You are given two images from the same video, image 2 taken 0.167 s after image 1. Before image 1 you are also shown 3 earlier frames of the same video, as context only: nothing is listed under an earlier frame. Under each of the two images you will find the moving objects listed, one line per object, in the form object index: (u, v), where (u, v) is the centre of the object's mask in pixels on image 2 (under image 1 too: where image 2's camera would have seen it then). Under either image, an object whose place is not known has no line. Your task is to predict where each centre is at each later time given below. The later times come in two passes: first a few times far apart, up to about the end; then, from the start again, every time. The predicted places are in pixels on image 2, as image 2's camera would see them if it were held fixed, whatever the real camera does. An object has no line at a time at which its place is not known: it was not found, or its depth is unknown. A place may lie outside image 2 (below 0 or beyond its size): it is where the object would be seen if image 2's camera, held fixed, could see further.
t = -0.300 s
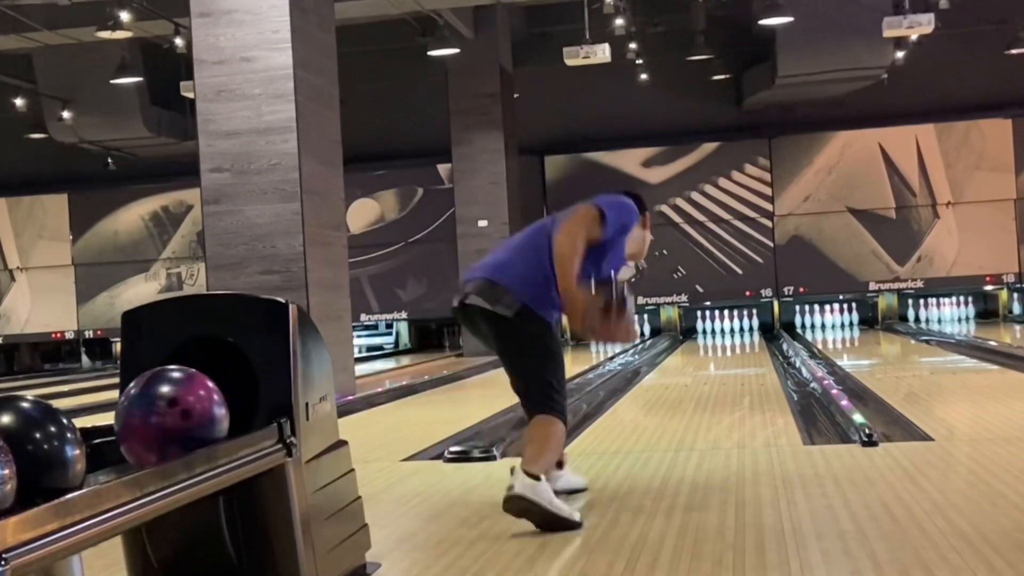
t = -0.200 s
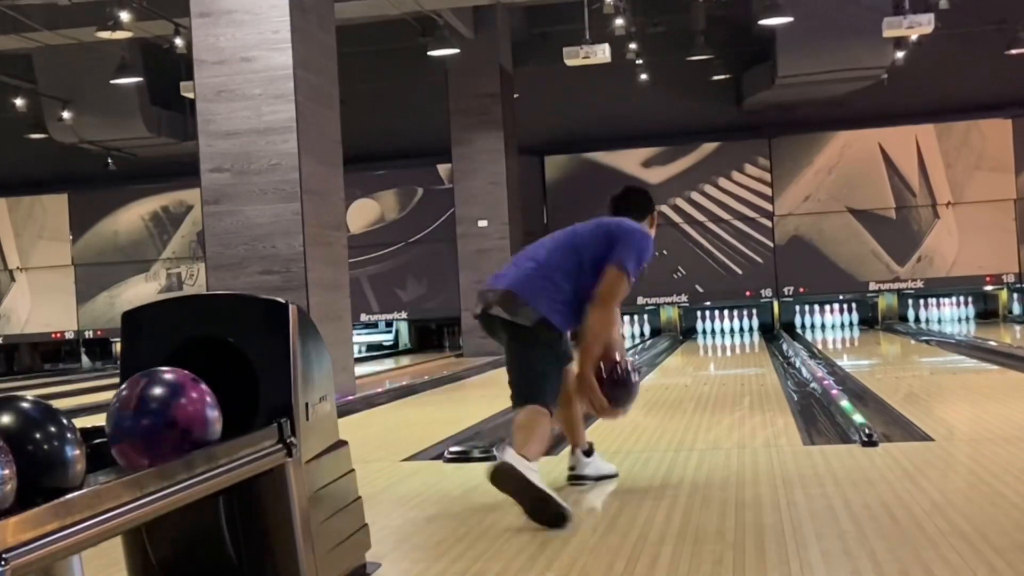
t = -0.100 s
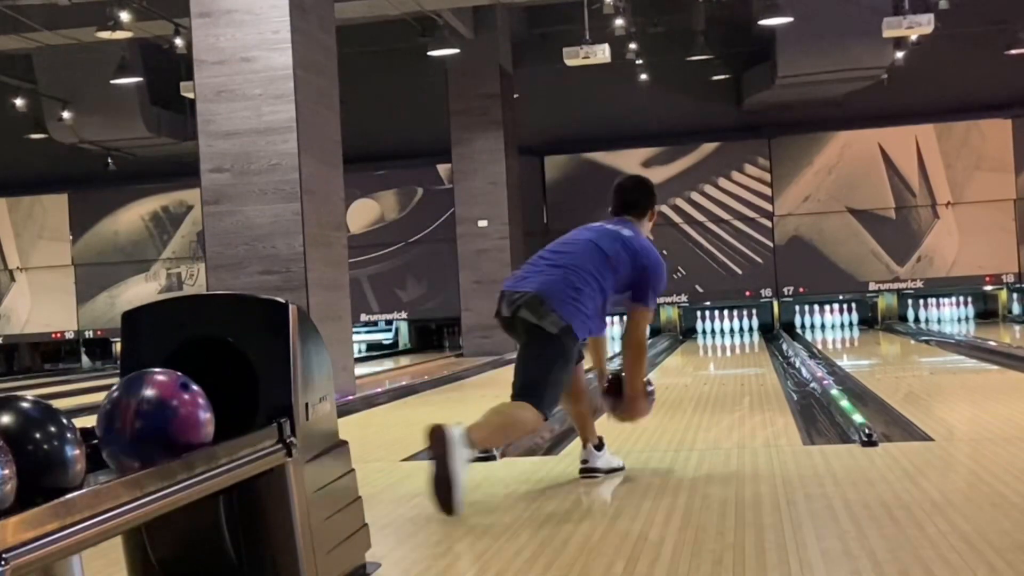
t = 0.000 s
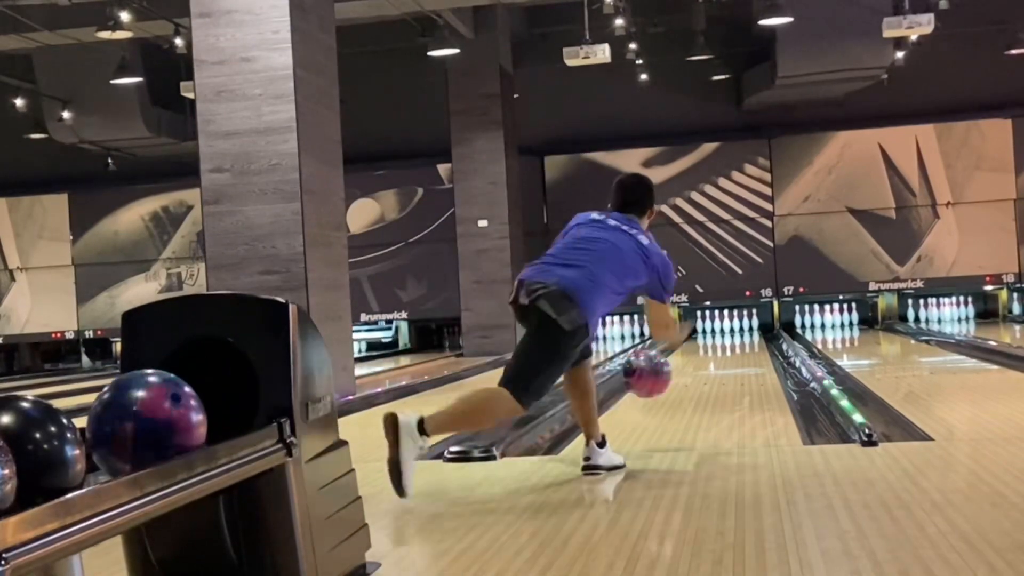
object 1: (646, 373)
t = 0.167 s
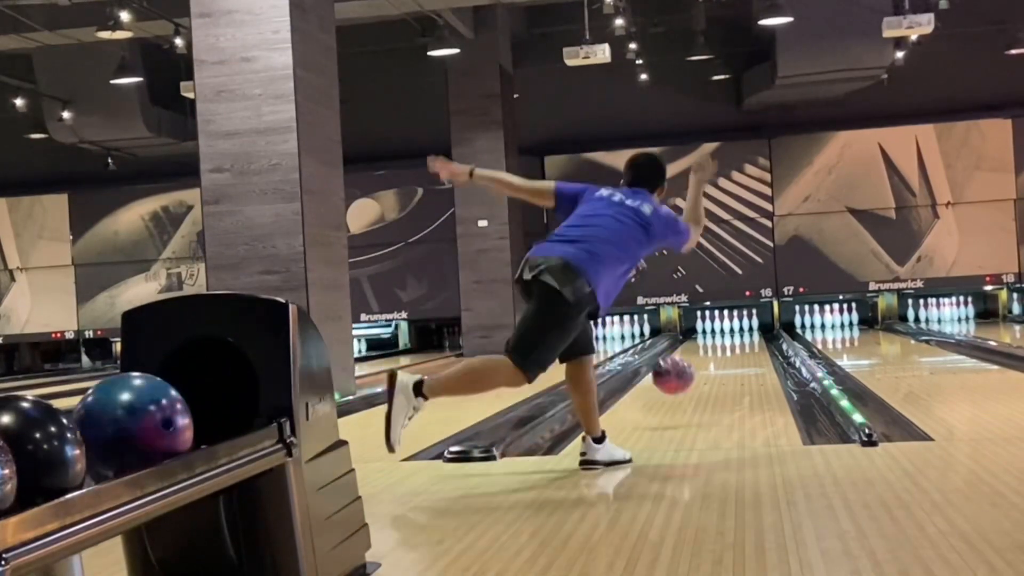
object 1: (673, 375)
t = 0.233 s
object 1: (683, 389)
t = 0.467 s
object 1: (705, 380)
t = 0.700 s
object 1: (719, 367)
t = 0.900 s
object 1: (729, 358)
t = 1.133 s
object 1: (737, 351)
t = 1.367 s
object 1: (743, 344)
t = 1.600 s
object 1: (747, 340)
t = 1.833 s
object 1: (749, 335)
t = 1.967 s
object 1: (749, 334)
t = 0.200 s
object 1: (678, 380)
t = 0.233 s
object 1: (683, 389)
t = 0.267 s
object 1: (687, 394)
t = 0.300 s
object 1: (690, 389)
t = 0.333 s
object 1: (693, 386)
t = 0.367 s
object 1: (696, 384)
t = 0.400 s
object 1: (699, 384)
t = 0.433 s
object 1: (702, 382)
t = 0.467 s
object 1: (705, 380)
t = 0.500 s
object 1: (707, 377)
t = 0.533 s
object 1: (709, 376)
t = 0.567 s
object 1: (711, 374)
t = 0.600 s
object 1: (714, 372)
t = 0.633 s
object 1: (716, 371)
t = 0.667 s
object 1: (718, 368)
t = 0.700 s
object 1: (719, 367)
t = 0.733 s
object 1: (721, 366)
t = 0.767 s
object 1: (723, 363)
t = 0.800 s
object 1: (724, 363)
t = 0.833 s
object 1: (726, 361)
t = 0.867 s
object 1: (727, 360)
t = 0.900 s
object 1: (729, 358)
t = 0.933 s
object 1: (730, 356)
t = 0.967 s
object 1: (731, 355)
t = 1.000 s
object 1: (732, 354)
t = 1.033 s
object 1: (733, 353)
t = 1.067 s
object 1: (734, 353)
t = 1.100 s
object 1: (736, 352)
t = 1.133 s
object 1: (737, 351)
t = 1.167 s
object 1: (737, 350)
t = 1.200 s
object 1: (739, 349)
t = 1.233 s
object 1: (740, 348)
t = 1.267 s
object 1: (741, 347)
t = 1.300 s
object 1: (741, 346)
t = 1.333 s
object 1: (742, 345)
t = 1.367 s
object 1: (743, 344)
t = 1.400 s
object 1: (743, 343)
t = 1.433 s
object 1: (743, 342)
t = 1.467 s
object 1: (744, 342)
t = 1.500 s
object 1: (745, 341)
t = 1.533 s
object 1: (746, 341)
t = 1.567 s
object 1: (746, 340)
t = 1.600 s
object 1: (747, 340)
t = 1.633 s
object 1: (747, 339)
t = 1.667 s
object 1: (747, 339)
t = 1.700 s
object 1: (748, 338)
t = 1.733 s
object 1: (748, 337)
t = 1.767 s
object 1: (749, 336)
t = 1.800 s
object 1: (749, 336)
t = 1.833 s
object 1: (749, 335)
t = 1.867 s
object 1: (749, 335)
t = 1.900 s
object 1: (749, 335)
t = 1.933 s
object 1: (749, 334)
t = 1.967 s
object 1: (749, 334)
